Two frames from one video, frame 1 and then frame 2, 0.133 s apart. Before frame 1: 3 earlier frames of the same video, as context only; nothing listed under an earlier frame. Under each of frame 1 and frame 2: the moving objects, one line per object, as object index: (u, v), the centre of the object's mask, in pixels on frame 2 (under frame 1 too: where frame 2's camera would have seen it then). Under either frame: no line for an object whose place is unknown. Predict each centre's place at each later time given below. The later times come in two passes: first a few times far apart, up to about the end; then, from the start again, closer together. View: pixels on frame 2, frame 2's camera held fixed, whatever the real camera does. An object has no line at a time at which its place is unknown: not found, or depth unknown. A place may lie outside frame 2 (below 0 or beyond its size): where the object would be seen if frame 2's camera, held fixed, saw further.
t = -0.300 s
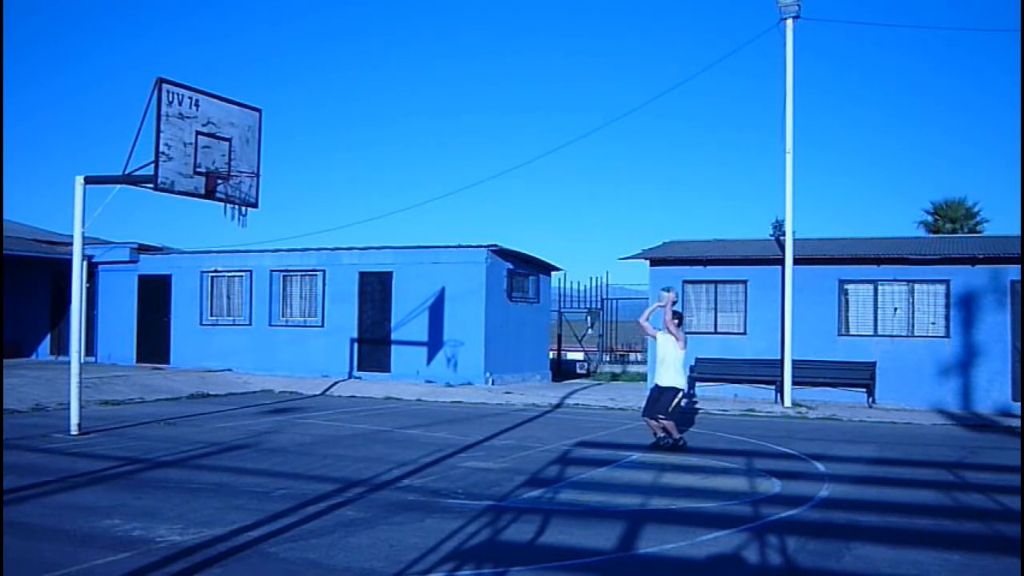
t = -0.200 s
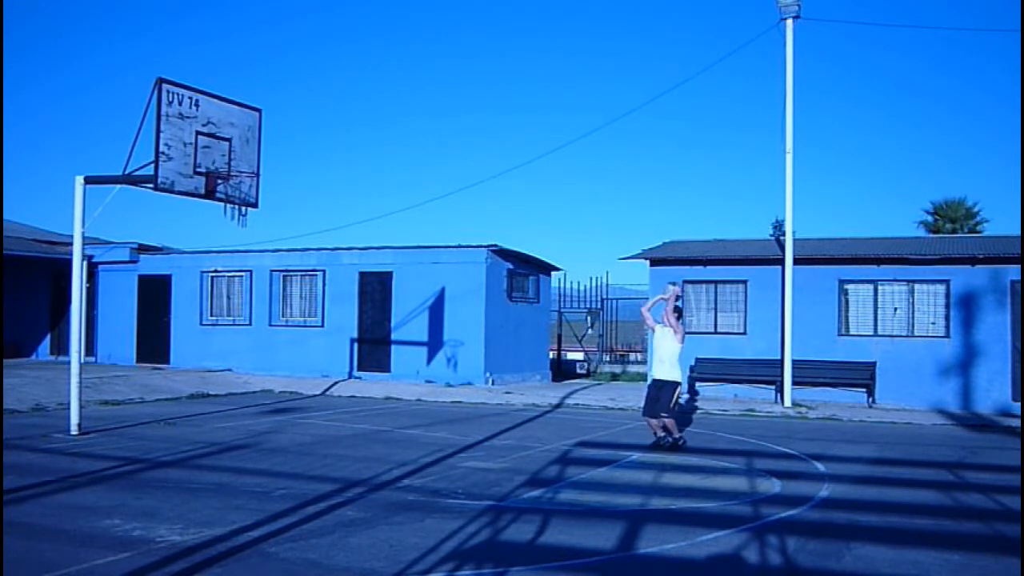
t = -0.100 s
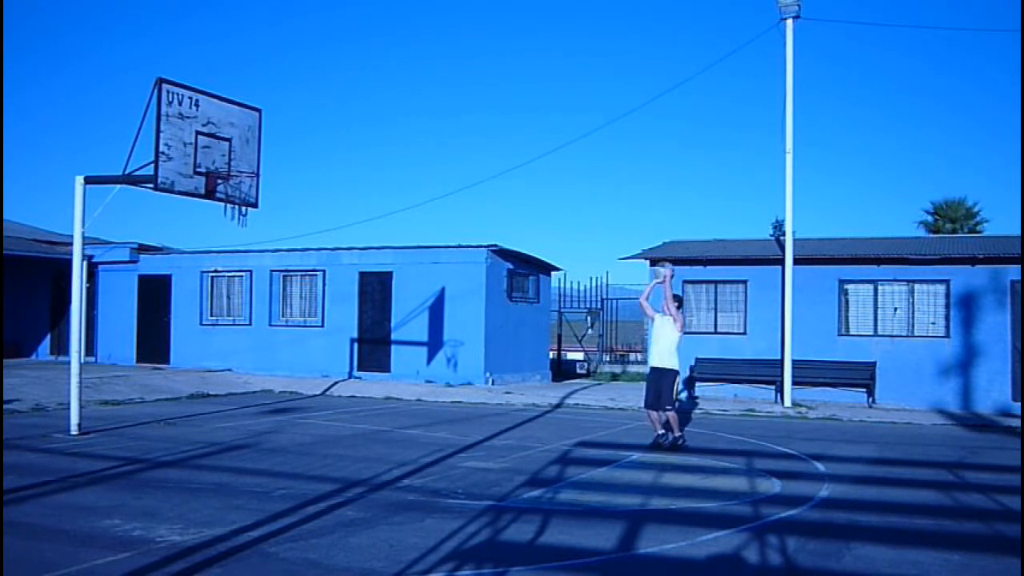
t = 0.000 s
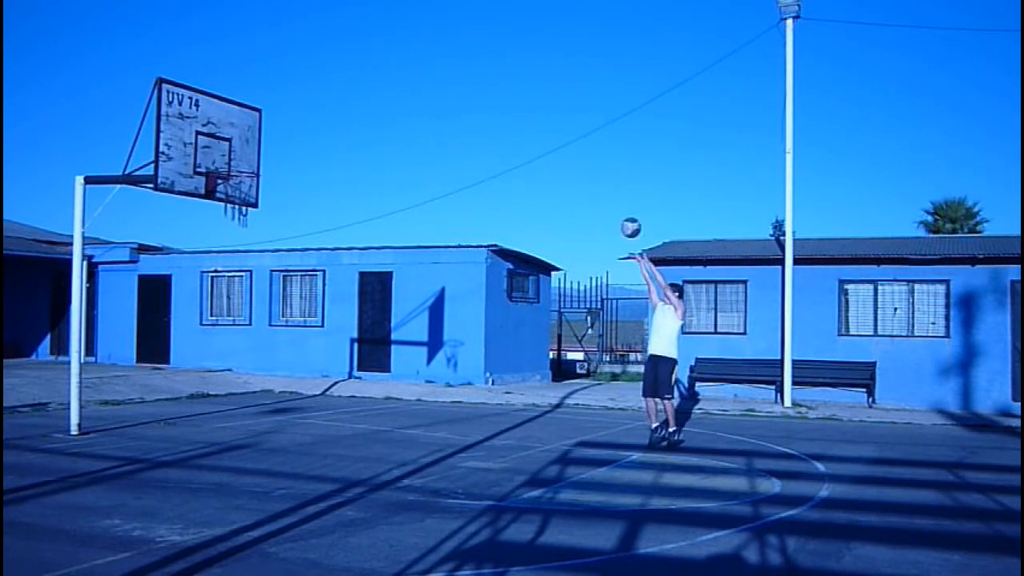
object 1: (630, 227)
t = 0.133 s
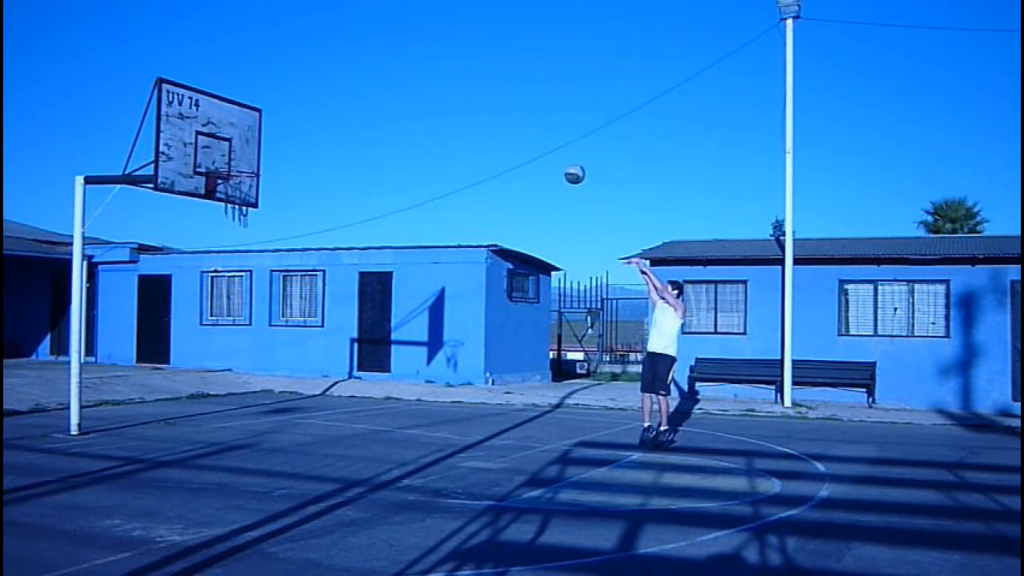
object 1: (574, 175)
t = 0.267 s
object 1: (517, 137)
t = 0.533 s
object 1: (405, 107)
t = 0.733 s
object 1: (320, 124)
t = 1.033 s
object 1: (203, 207)
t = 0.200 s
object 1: (546, 154)
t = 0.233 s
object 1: (531, 145)
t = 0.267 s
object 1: (517, 137)
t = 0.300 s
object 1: (504, 129)
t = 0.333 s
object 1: (489, 123)
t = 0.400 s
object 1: (462, 113)
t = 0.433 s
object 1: (447, 110)
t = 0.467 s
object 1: (433, 108)
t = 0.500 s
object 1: (419, 107)
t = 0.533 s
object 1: (405, 107)
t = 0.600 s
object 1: (377, 109)
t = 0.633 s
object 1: (362, 112)
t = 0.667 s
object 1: (348, 115)
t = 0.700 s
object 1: (334, 119)
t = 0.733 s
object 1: (320, 124)
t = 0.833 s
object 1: (277, 147)
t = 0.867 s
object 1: (262, 156)
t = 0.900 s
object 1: (248, 165)
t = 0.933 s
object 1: (234, 178)
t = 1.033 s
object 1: (203, 207)
